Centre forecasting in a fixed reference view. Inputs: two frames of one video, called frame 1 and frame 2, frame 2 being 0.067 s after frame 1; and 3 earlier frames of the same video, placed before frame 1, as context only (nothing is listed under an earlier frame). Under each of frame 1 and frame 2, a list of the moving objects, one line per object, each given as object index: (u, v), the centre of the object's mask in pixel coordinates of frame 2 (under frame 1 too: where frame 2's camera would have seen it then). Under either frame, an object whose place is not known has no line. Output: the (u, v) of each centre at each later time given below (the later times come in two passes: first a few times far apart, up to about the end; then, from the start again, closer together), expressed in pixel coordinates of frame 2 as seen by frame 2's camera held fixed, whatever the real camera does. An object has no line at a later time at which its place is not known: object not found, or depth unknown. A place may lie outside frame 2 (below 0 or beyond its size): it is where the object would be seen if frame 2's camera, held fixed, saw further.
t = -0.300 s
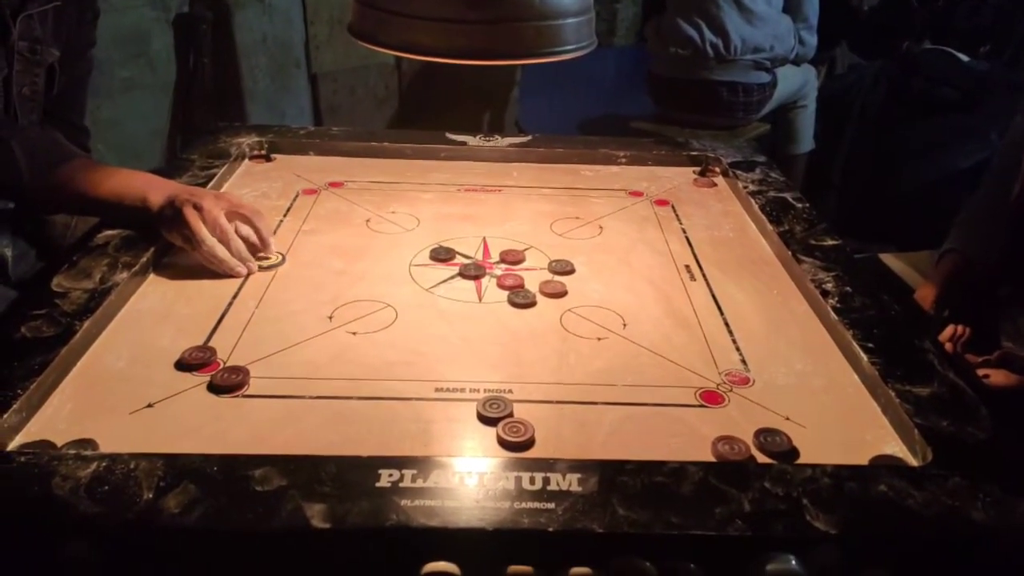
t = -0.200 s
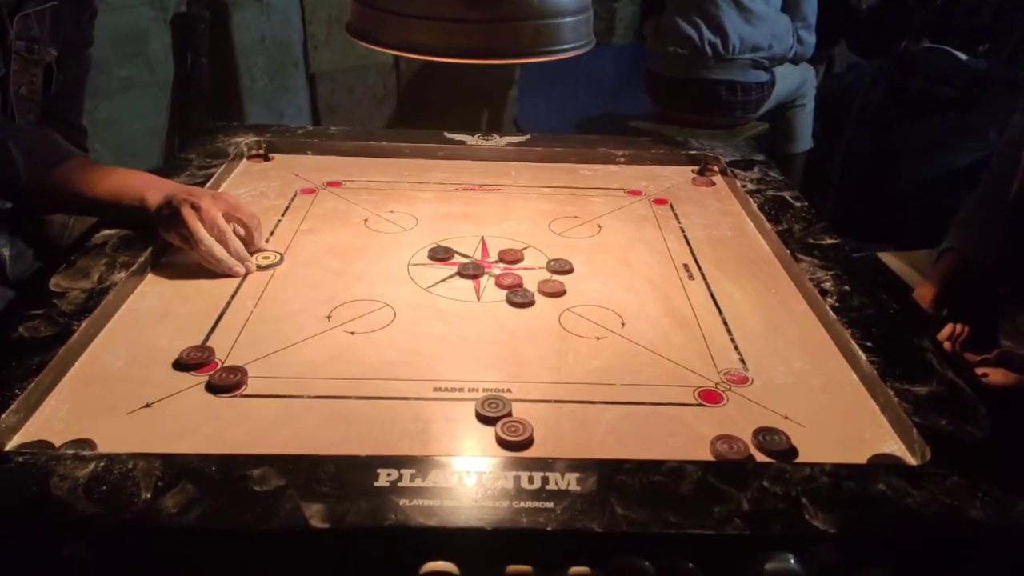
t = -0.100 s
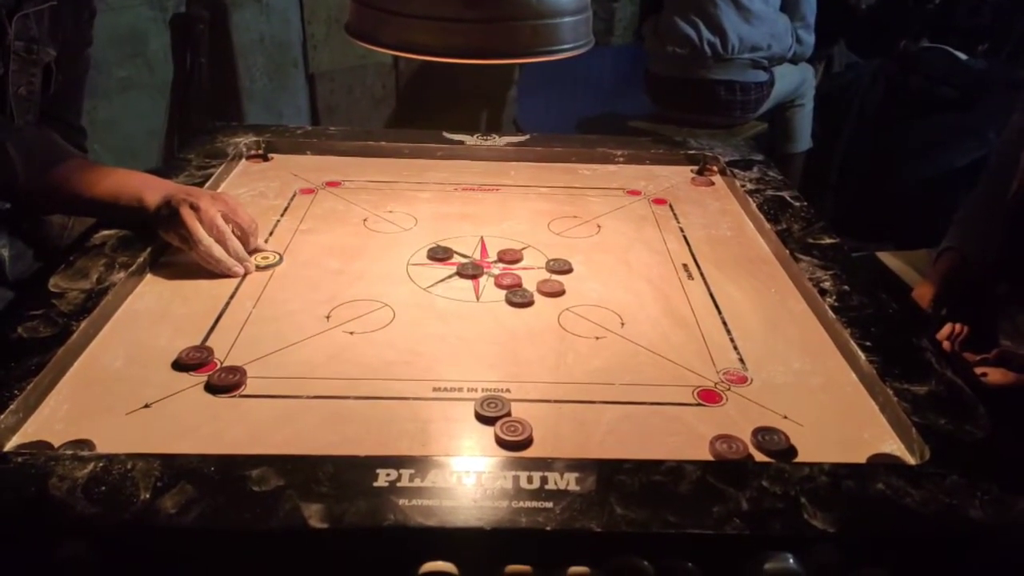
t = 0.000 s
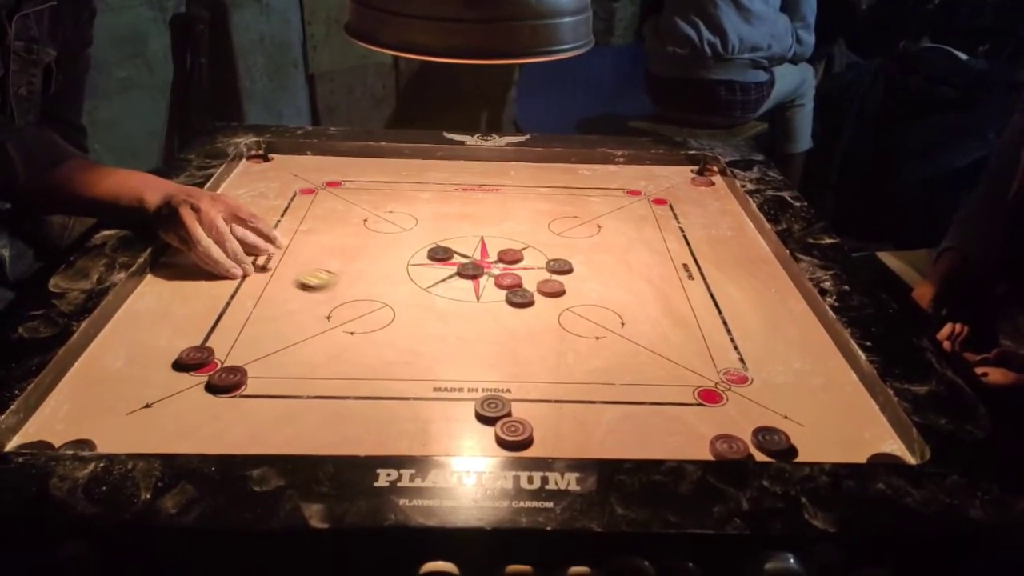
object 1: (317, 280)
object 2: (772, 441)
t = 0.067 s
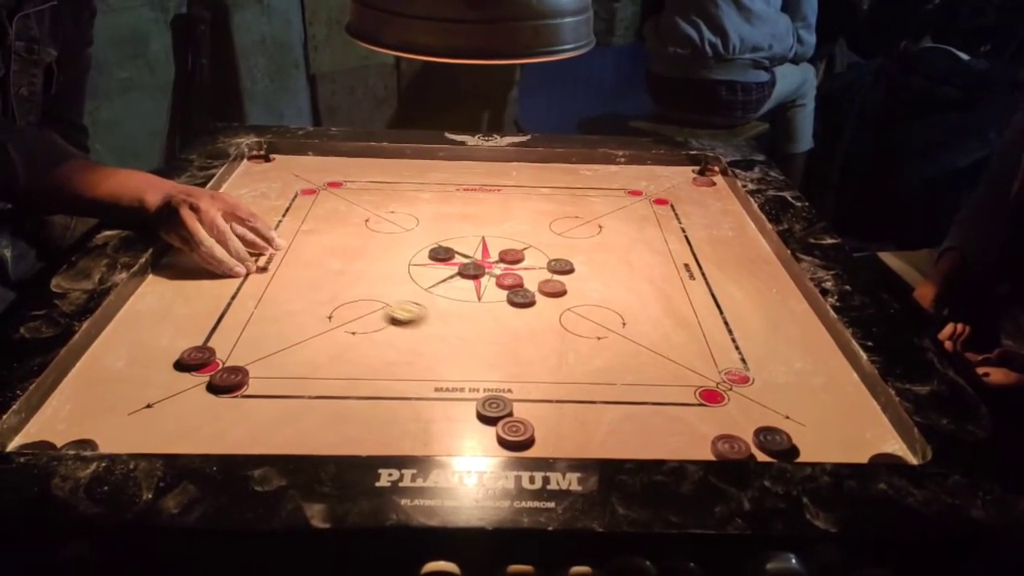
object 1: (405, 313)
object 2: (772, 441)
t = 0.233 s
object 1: (655, 407)
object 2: (772, 441)
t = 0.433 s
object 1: (834, 432)
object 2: (817, 369)
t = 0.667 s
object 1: (835, 425)
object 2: (702, 321)
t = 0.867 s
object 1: (826, 424)
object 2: (676, 309)
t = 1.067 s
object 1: (825, 424)
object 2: (676, 309)
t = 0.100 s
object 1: (450, 330)
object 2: (772, 441)
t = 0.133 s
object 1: (499, 348)
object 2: (772, 441)
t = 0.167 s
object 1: (549, 367)
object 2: (772, 441)
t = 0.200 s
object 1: (601, 386)
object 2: (772, 441)
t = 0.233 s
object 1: (655, 407)
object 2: (772, 441)
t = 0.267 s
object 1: (707, 426)
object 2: (772, 440)
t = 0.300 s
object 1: (742, 432)
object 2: (785, 428)
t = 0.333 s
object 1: (767, 431)
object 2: (809, 411)
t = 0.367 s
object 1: (791, 431)
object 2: (831, 394)
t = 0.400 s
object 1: (813, 431)
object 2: (847, 382)
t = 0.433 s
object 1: (834, 432)
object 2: (817, 369)
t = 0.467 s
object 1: (852, 432)
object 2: (794, 360)
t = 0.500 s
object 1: (867, 431)
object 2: (773, 352)
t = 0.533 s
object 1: (870, 430)
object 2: (754, 343)
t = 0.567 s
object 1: (859, 429)
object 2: (738, 337)
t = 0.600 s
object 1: (849, 426)
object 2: (724, 331)
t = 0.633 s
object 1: (841, 426)
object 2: (711, 325)
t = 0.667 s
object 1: (835, 425)
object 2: (702, 321)
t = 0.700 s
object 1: (830, 424)
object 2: (693, 317)
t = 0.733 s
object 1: (825, 423)
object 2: (684, 313)
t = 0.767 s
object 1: (825, 424)
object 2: (680, 311)
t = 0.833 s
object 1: (826, 424)
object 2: (677, 310)
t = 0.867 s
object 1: (826, 424)
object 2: (676, 309)
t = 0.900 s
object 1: (825, 424)
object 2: (676, 309)
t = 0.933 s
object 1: (825, 424)
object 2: (676, 309)
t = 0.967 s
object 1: (825, 424)
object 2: (676, 309)
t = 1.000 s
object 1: (825, 424)
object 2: (676, 309)
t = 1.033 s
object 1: (825, 424)
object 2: (676, 309)
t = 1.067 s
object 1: (825, 424)
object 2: (676, 309)
